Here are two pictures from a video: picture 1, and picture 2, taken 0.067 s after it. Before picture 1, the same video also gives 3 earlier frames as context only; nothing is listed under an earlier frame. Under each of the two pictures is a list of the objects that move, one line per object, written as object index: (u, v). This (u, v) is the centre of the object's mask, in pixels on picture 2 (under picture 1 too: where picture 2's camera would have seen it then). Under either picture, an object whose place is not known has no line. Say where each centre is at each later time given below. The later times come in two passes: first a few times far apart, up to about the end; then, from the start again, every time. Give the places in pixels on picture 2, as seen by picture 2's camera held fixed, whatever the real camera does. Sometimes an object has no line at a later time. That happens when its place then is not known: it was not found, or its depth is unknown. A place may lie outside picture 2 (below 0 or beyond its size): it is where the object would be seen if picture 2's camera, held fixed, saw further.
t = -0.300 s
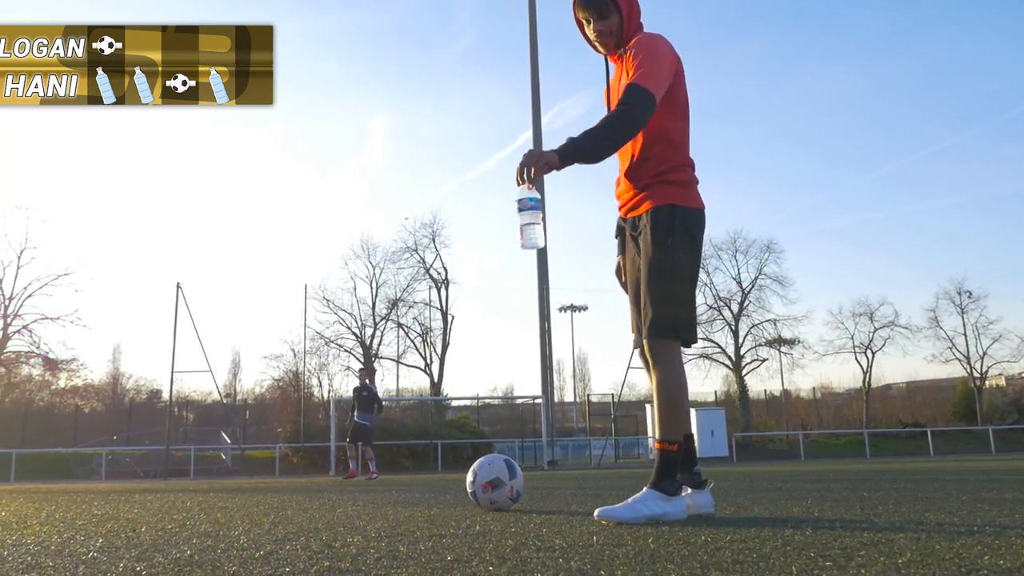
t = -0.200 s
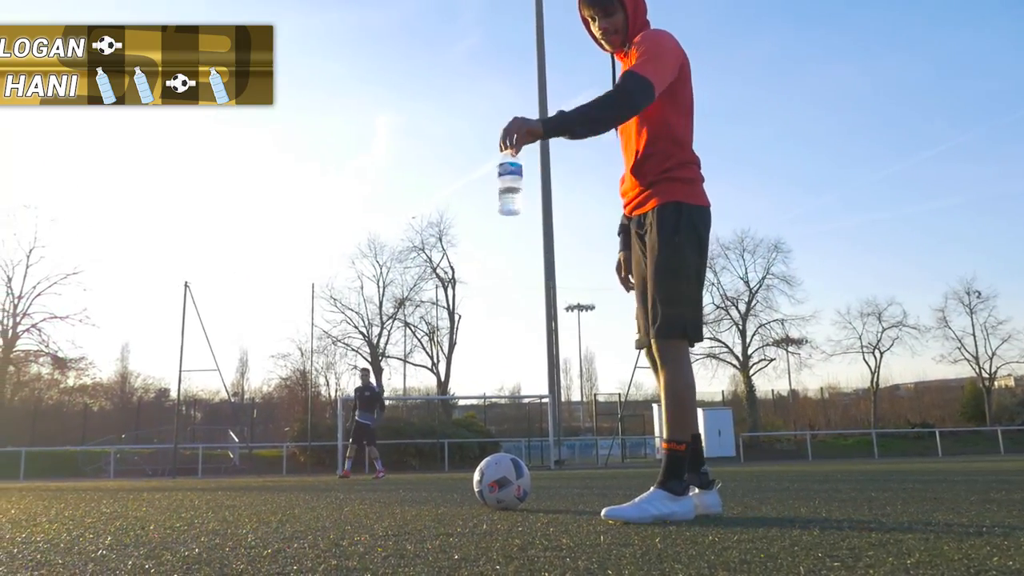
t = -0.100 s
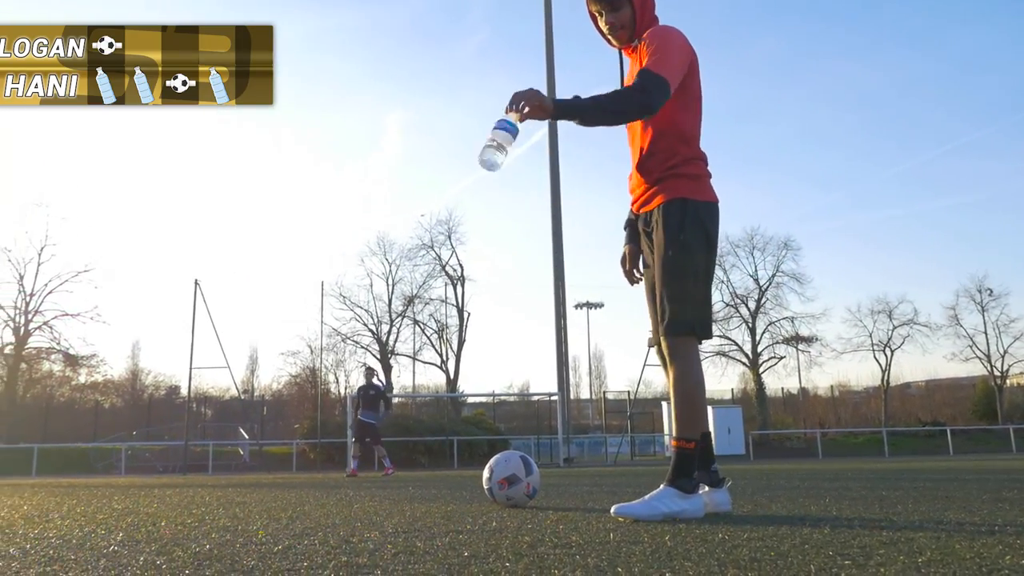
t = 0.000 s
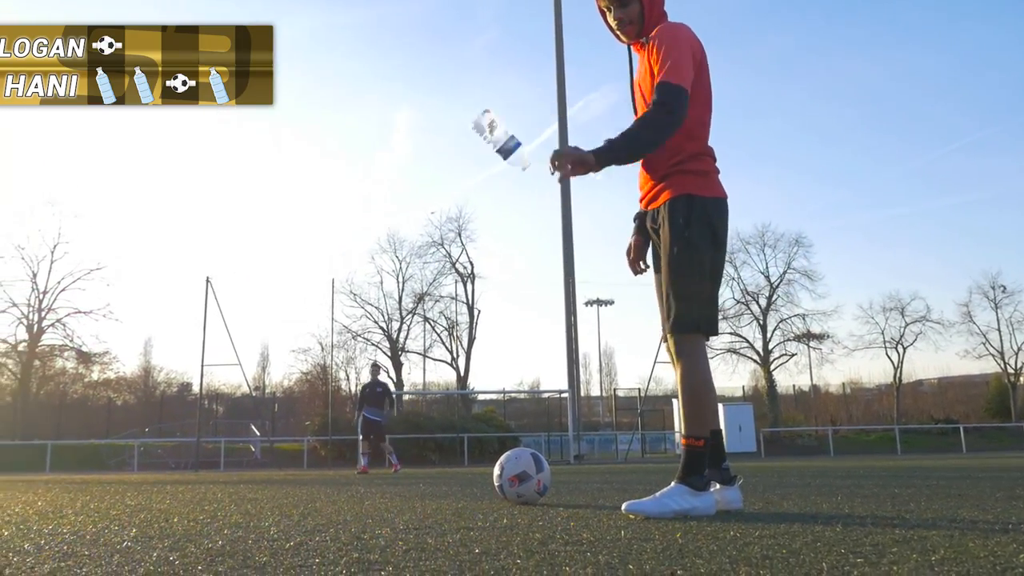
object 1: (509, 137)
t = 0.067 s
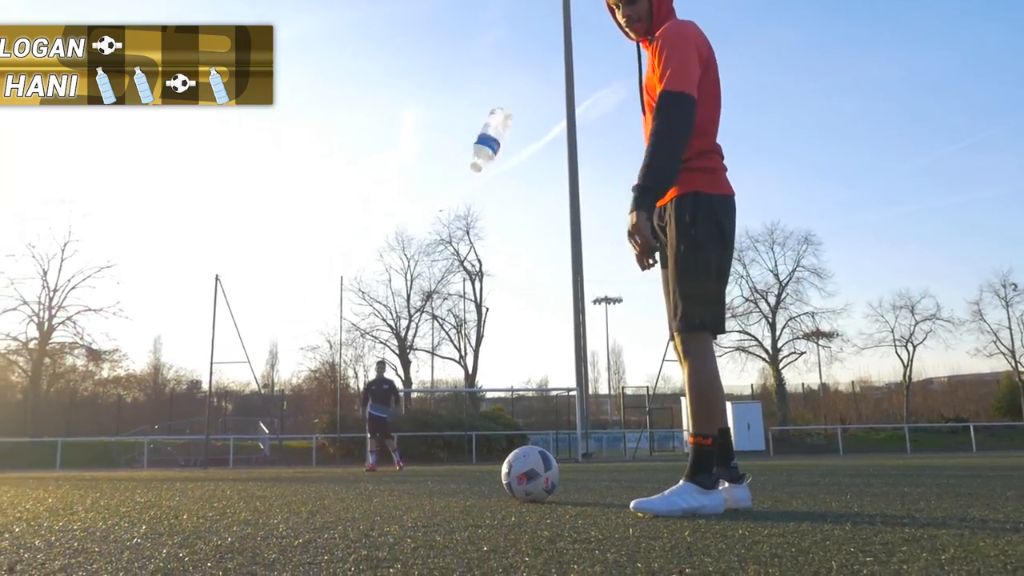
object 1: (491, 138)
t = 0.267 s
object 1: (471, 254)
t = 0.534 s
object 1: (448, 497)
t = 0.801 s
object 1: (425, 520)
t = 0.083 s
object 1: (489, 141)
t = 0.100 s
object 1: (487, 144)
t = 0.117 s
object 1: (485, 150)
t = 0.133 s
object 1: (484, 157)
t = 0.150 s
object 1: (481, 165)
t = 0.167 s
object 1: (480, 174)
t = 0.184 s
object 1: (479, 184)
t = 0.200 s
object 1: (476, 196)
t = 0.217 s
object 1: (475, 208)
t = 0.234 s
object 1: (473, 222)
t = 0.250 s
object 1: (470, 236)
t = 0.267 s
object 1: (471, 254)
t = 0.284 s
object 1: (468, 270)
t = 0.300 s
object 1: (466, 289)
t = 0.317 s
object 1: (466, 311)
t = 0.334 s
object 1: (463, 332)
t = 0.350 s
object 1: (463, 356)
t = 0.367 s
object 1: (464, 384)
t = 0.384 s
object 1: (462, 411)
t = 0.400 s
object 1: (460, 438)
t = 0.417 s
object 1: (458, 468)
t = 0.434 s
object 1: (456, 498)
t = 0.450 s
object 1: (453, 497)
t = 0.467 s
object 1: (452, 497)
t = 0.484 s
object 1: (451, 497)
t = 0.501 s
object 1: (450, 497)
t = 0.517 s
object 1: (449, 497)
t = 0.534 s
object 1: (448, 497)
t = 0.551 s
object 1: (446, 498)
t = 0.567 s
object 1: (444, 498)
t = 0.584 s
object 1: (442, 499)
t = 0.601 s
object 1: (439, 500)
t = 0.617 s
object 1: (437, 502)
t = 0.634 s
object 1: (434, 504)
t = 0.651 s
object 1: (431, 508)
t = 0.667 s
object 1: (429, 512)
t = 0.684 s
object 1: (427, 517)
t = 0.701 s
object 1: (425, 520)
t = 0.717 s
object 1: (425, 519)
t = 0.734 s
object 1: (425, 519)
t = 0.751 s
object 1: (425, 520)
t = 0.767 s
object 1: (425, 519)
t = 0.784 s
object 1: (425, 520)
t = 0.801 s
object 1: (425, 520)
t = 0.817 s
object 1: (426, 520)
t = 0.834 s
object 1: (425, 520)
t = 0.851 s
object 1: (425, 520)
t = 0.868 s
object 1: (425, 520)
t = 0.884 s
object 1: (426, 520)
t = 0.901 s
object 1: (426, 520)
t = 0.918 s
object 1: (426, 520)
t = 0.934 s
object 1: (426, 520)
